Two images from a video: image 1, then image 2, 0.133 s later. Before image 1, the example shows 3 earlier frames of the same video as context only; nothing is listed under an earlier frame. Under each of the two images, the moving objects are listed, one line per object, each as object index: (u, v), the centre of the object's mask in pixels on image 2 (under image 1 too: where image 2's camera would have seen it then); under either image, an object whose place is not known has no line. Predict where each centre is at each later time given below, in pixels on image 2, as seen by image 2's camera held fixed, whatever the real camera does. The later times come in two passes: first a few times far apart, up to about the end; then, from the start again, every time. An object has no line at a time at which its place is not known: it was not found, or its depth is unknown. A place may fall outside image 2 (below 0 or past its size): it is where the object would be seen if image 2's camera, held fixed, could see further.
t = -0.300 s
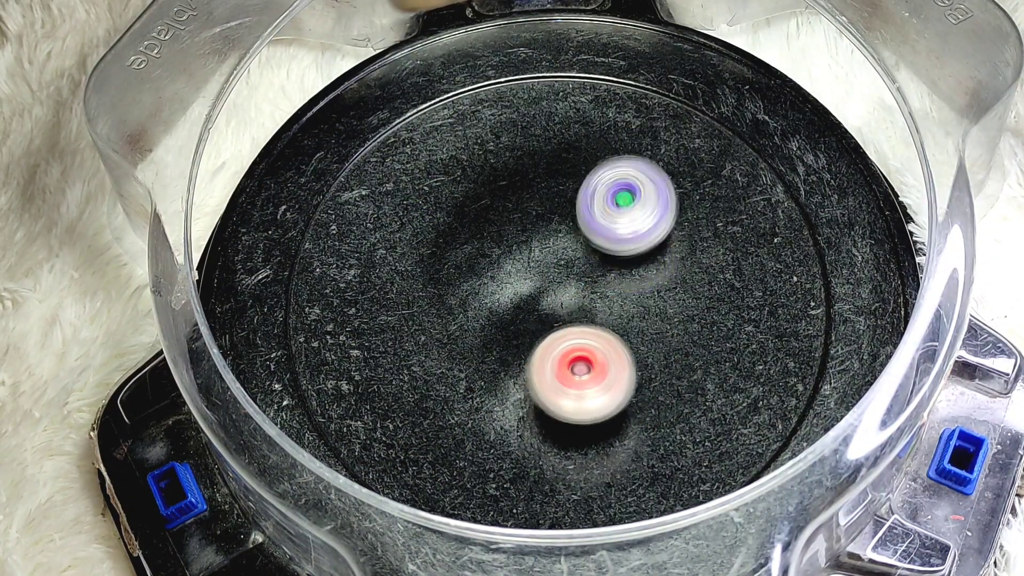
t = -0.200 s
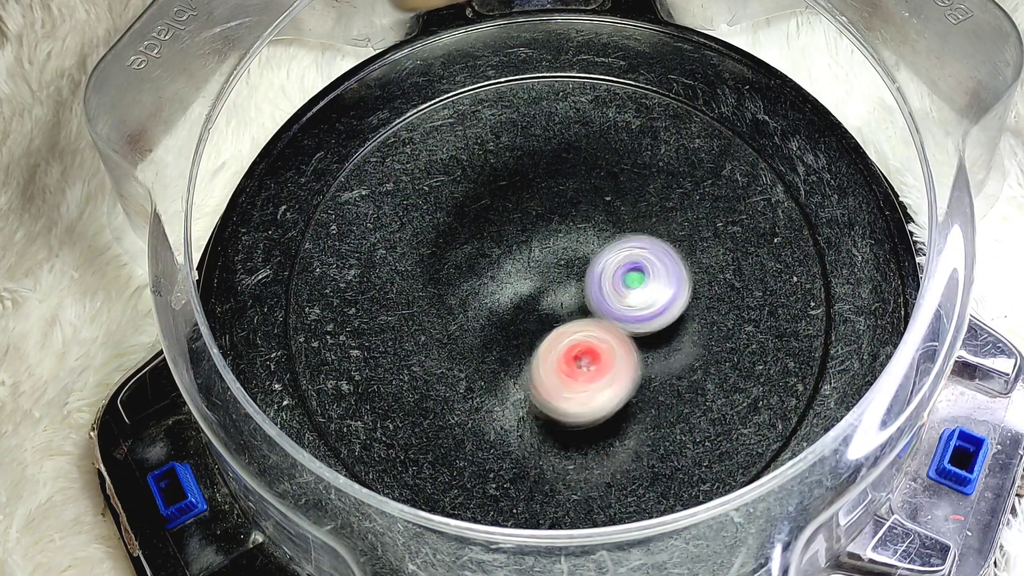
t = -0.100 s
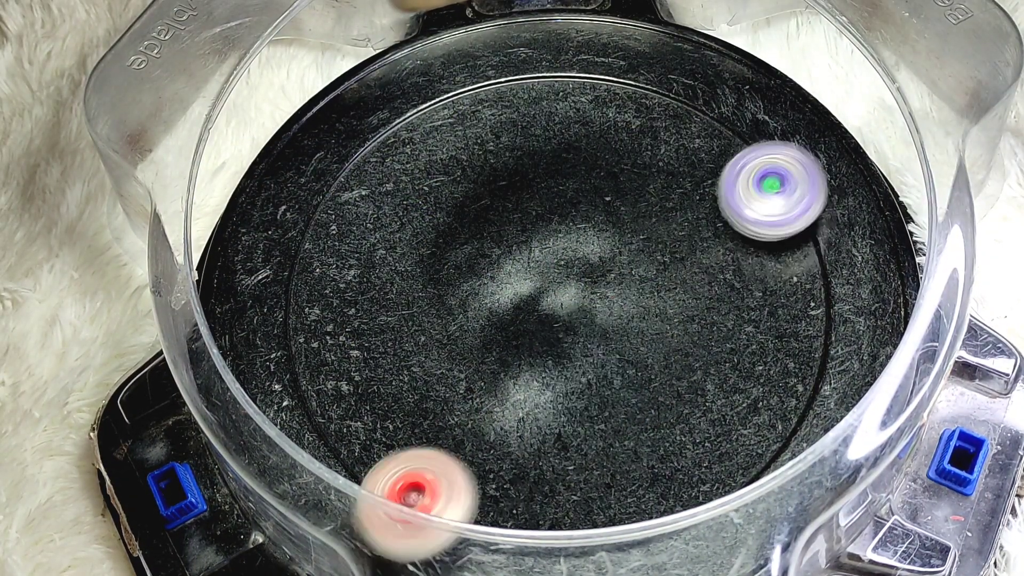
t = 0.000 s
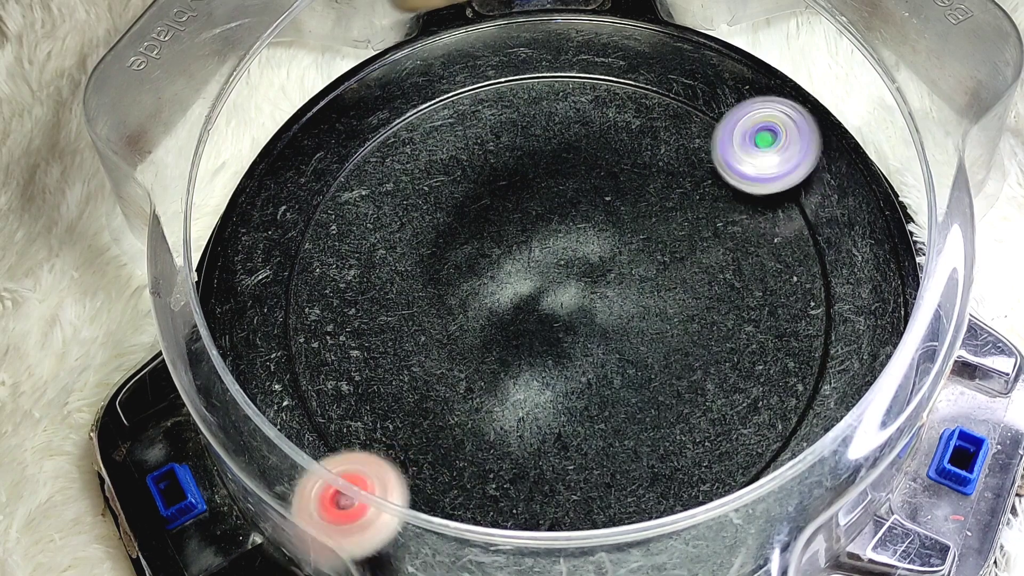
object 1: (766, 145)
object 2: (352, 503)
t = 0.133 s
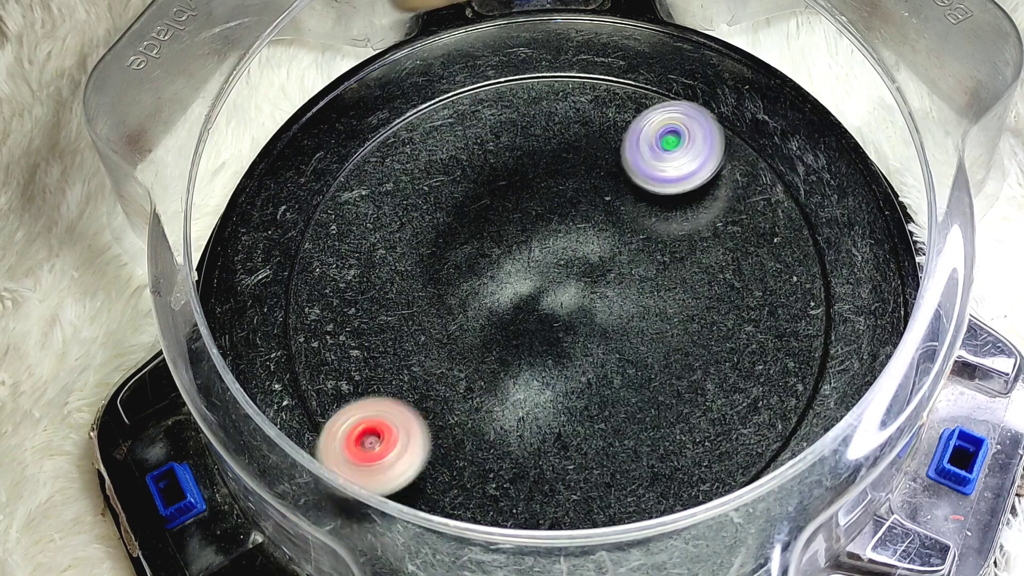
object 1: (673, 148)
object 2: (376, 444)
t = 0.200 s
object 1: (636, 164)
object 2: (409, 417)
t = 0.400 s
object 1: (618, 305)
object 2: (477, 325)
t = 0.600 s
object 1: (746, 350)
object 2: (312, 320)
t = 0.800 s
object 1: (761, 296)
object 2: (384, 386)
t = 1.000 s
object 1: (667, 299)
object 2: (504, 373)
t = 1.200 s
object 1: (808, 337)
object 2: (283, 231)
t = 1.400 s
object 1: (760, 278)
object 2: (326, 213)
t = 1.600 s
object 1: (645, 292)
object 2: (524, 261)
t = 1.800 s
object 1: (756, 367)
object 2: (395, 175)
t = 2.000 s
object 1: (717, 316)
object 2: (387, 171)
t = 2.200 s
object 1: (613, 319)
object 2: (495, 240)
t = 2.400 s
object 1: (538, 399)
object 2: (584, 220)
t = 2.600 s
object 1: (511, 431)
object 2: (667, 160)
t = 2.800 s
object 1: (504, 418)
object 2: (674, 101)
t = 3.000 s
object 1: (468, 367)
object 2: (613, 128)
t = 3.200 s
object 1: (428, 308)
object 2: (612, 213)
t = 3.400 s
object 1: (410, 275)
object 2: (731, 295)
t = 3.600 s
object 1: (417, 254)
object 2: (791, 291)
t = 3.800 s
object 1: (442, 217)
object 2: (756, 278)
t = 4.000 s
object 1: (486, 175)
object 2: (675, 309)
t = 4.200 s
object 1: (538, 150)
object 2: (593, 397)
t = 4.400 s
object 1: (585, 152)
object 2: (550, 451)
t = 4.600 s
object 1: (619, 188)
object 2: (546, 428)
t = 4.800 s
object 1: (638, 238)
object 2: (511, 378)
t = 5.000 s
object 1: (647, 289)
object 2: (402, 353)
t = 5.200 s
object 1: (652, 332)
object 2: (350, 382)
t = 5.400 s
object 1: (650, 352)
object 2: (424, 404)
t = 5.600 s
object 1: (624, 357)
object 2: (492, 319)
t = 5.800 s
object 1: (572, 358)
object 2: (514, 205)
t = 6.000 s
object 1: (515, 372)
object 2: (490, 104)
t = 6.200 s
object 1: (470, 338)
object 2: (432, 138)
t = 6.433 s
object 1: (424, 314)
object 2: (477, 192)
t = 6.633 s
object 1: (424, 313)
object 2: (567, 168)
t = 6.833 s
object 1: (443, 290)
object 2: (629, 179)
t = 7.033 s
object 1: (463, 262)
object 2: (664, 192)
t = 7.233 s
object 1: (491, 255)
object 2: (650, 217)
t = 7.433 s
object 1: (519, 291)
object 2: (632, 317)
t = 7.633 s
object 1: (591, 304)
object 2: (640, 399)
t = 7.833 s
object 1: (654, 285)
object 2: (626, 433)
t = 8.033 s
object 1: (668, 261)
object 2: (634, 434)
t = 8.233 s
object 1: (651, 258)
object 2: (584, 391)
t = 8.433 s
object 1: (618, 279)
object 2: (471, 336)
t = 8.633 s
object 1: (590, 313)
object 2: (367, 290)
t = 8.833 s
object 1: (578, 342)
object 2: (373, 323)
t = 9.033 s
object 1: (570, 361)
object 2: (447, 293)
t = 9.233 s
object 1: (573, 361)
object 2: (518, 189)
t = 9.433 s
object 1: (582, 346)
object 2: (576, 121)
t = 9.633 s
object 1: (591, 310)
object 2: (590, 129)
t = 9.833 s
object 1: (589, 269)
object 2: (628, 161)
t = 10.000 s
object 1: (549, 283)
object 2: (661, 183)
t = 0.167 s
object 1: (652, 154)
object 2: (389, 433)
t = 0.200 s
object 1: (636, 164)
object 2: (409, 417)
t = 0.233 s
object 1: (622, 179)
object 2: (432, 401)
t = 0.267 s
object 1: (612, 200)
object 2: (455, 384)
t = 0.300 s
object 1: (604, 227)
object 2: (475, 366)
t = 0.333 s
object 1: (596, 256)
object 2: (491, 350)
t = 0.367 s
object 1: (593, 284)
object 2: (500, 333)
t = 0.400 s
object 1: (618, 305)
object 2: (477, 325)
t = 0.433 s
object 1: (644, 323)
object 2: (448, 317)
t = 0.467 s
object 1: (667, 338)
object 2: (416, 312)
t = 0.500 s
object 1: (686, 347)
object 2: (385, 309)
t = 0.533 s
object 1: (708, 351)
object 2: (357, 310)
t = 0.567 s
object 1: (728, 352)
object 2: (332, 313)
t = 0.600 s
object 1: (746, 350)
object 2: (312, 320)
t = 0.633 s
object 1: (762, 343)
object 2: (297, 330)
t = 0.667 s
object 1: (773, 333)
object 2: (296, 341)
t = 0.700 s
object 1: (778, 322)
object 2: (314, 352)
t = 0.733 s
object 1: (777, 310)
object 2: (336, 365)
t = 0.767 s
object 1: (771, 302)
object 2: (359, 375)
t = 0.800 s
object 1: (761, 296)
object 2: (384, 386)
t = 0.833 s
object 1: (747, 292)
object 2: (410, 393)
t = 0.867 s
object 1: (731, 291)
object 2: (434, 398)
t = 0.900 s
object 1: (715, 291)
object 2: (457, 400)
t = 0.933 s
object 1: (699, 293)
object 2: (477, 396)
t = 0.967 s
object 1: (683, 295)
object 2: (493, 386)
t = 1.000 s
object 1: (667, 299)
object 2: (504, 373)
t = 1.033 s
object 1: (648, 307)
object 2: (512, 356)
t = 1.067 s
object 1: (628, 316)
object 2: (516, 338)
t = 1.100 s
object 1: (659, 326)
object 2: (467, 315)
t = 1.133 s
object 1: (722, 334)
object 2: (393, 287)
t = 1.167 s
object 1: (772, 337)
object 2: (330, 259)
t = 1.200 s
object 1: (808, 337)
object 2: (283, 231)
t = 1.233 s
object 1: (822, 328)
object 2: (259, 210)
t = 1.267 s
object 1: (819, 319)
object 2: (239, 201)
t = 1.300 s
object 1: (808, 310)
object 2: (249, 199)
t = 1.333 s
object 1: (795, 298)
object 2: (272, 202)
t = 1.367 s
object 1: (778, 287)
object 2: (297, 206)
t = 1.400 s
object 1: (760, 278)
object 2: (326, 213)
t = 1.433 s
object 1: (739, 271)
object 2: (360, 223)
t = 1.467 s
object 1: (717, 267)
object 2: (396, 234)
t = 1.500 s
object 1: (695, 267)
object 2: (434, 244)
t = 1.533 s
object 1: (673, 270)
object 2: (470, 247)
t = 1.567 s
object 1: (648, 277)
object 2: (507, 260)
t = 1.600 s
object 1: (645, 292)
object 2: (524, 261)
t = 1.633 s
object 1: (684, 321)
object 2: (498, 247)
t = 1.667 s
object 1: (714, 343)
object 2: (474, 237)
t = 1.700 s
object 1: (734, 359)
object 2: (450, 218)
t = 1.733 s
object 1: (747, 369)
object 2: (429, 204)
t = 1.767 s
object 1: (753, 369)
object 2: (411, 189)
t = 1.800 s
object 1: (756, 367)
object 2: (395, 175)
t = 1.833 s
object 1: (755, 358)
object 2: (382, 159)
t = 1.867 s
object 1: (753, 348)
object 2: (371, 149)
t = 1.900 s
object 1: (749, 339)
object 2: (362, 142)
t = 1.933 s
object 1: (740, 330)
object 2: (368, 149)
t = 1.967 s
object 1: (730, 323)
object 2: (377, 159)
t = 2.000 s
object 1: (717, 316)
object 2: (387, 171)
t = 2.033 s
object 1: (702, 312)
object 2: (402, 183)
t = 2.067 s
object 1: (687, 308)
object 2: (419, 198)
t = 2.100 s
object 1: (672, 307)
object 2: (437, 210)
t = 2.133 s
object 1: (653, 309)
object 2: (457, 224)
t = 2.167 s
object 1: (632, 313)
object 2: (477, 234)
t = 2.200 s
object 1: (613, 319)
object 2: (495, 240)
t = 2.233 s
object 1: (593, 327)
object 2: (514, 249)
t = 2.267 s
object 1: (579, 344)
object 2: (531, 252)
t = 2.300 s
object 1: (567, 362)
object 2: (544, 245)
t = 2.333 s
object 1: (556, 376)
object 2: (557, 237)
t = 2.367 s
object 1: (547, 389)
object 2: (571, 230)
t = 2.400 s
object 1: (538, 399)
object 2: (584, 220)
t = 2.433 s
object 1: (530, 408)
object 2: (597, 214)
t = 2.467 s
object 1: (524, 415)
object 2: (610, 207)
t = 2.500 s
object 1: (518, 421)
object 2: (625, 198)
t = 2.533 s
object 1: (515, 426)
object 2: (640, 187)
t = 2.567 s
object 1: (513, 430)
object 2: (653, 172)
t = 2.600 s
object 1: (511, 431)
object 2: (667, 160)
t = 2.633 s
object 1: (510, 432)
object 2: (677, 147)
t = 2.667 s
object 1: (509, 431)
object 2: (683, 130)
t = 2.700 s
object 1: (508, 430)
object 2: (685, 122)
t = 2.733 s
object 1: (507, 427)
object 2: (684, 113)
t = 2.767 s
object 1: (506, 423)
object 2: (681, 104)
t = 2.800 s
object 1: (504, 418)
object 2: (674, 101)
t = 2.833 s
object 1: (502, 413)
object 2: (666, 99)
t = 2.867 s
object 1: (497, 406)
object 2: (657, 99)
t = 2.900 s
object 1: (491, 398)
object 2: (646, 102)
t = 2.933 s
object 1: (483, 389)
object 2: (635, 109)
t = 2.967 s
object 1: (475, 379)
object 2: (623, 118)
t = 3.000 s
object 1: (468, 367)
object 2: (613, 128)
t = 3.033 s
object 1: (460, 356)
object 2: (603, 140)
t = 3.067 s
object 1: (452, 344)
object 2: (597, 153)
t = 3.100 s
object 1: (445, 333)
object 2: (594, 166)
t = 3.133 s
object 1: (439, 324)
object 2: (595, 182)
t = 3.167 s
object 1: (433, 315)
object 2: (602, 196)
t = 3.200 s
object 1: (428, 308)
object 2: (612, 213)
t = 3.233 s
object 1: (423, 301)
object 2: (628, 231)
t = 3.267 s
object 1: (419, 295)
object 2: (648, 249)
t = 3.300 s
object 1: (415, 290)
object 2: (671, 264)
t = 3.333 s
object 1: (413, 284)
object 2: (693, 275)
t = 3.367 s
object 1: (411, 280)
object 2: (712, 286)
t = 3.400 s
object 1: (410, 275)
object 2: (731, 295)
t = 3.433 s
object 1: (410, 272)
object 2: (748, 300)
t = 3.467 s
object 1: (410, 269)
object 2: (761, 302)
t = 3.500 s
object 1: (411, 266)
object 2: (773, 304)
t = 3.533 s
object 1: (413, 262)
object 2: (782, 300)
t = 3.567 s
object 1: (415, 258)
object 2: (787, 296)
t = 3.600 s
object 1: (417, 254)
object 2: (791, 291)
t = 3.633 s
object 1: (420, 249)
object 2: (790, 288)
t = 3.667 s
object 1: (424, 244)
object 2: (787, 285)
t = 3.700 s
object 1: (427, 237)
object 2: (782, 281)
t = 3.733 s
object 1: (432, 231)
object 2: (775, 279)
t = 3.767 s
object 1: (437, 224)
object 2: (767, 277)
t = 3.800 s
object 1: (442, 217)
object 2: (756, 278)
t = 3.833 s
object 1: (449, 210)
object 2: (745, 279)
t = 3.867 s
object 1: (456, 201)
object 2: (732, 281)
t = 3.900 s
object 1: (464, 194)
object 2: (719, 286)
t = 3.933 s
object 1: (471, 188)
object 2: (704, 291)
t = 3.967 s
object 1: (478, 181)
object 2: (690, 299)
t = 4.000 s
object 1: (486, 175)
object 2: (675, 309)
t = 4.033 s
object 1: (495, 169)
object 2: (660, 322)
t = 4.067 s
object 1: (503, 164)
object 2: (645, 336)
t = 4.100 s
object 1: (512, 160)
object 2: (630, 353)
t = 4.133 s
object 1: (521, 156)
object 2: (618, 368)
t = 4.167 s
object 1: (529, 153)
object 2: (604, 384)
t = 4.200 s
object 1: (538, 150)
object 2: (593, 397)
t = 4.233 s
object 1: (546, 149)
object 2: (582, 410)
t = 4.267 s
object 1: (555, 147)
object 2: (572, 421)
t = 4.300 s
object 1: (563, 147)
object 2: (564, 433)
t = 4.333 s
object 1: (570, 147)
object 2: (556, 441)
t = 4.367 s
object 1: (577, 149)
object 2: (552, 446)
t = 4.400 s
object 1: (585, 152)
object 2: (550, 451)
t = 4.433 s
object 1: (591, 155)
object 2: (549, 450)
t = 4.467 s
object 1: (597, 161)
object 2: (549, 450)
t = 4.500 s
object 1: (603, 167)
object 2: (548, 447)
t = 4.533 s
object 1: (609, 173)
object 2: (548, 442)
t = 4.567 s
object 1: (615, 180)
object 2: (547, 435)
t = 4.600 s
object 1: (619, 188)
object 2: (546, 428)
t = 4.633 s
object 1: (624, 196)
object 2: (542, 420)
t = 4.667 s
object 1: (628, 204)
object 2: (539, 411)
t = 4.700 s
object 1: (631, 212)
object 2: (535, 402)
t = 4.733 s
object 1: (633, 221)
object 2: (528, 393)
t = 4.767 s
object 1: (636, 229)
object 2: (520, 385)
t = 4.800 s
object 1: (638, 238)
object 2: (511, 378)
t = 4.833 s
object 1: (640, 246)
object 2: (500, 372)
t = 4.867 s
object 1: (642, 255)
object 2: (486, 367)
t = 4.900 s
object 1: (644, 264)
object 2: (469, 363)
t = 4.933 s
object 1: (645, 272)
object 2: (446, 359)
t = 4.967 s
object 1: (646, 280)
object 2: (424, 355)
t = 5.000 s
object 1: (647, 289)
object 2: (402, 353)
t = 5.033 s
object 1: (648, 298)
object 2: (384, 354)
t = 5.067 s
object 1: (648, 305)
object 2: (369, 356)
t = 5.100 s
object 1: (649, 313)
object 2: (357, 361)
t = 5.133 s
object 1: (650, 320)
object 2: (350, 368)
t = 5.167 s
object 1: (651, 326)
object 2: (348, 375)
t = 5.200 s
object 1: (652, 332)
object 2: (350, 382)
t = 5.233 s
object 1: (653, 337)
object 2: (355, 389)
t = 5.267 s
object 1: (653, 342)
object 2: (364, 396)
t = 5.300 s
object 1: (653, 346)
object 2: (377, 403)
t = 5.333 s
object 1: (653, 349)
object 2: (392, 407)
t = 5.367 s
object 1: (652, 351)
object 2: (408, 407)
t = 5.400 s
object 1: (650, 352)
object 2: (424, 404)
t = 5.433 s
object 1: (648, 354)
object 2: (440, 399)
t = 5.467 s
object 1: (645, 355)
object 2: (455, 392)
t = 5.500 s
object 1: (641, 355)
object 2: (468, 381)
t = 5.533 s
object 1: (637, 356)
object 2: (479, 365)
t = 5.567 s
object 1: (631, 357)
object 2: (487, 344)
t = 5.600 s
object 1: (624, 357)
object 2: (492, 319)
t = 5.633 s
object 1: (617, 357)
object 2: (497, 294)
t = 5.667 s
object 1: (608, 357)
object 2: (502, 272)
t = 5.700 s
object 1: (600, 357)
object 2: (508, 253)
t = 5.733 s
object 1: (590, 357)
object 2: (511, 237)
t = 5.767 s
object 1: (580, 358)
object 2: (513, 221)
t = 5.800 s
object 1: (572, 358)
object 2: (514, 205)
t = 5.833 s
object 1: (563, 361)
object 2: (513, 187)
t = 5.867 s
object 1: (553, 364)
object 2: (512, 168)
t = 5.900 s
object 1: (545, 367)
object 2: (509, 148)
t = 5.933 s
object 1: (535, 371)
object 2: (506, 128)
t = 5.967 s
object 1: (525, 372)
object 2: (500, 113)
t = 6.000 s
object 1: (515, 372)
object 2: (490, 104)
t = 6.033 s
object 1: (504, 371)
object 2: (480, 99)
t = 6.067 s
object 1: (496, 366)
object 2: (470, 99)
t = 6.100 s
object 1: (488, 359)
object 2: (458, 103)
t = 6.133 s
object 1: (482, 352)
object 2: (447, 111)
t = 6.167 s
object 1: (476, 345)
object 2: (437, 123)
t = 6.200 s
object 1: (470, 338)
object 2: (432, 138)
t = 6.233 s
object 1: (465, 330)
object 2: (431, 155)
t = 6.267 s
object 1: (461, 323)
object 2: (434, 170)
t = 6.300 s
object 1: (455, 317)
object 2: (437, 184)
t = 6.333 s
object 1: (450, 309)
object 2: (441, 197)
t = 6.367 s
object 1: (443, 302)
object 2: (448, 207)
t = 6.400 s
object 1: (432, 310)
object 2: (460, 200)
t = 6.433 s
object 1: (424, 314)
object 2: (477, 192)
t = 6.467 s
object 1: (421, 315)
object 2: (495, 183)
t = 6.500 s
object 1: (420, 315)
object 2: (512, 177)
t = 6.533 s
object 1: (420, 315)
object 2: (529, 172)
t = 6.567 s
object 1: (420, 315)
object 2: (544, 169)
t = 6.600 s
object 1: (422, 314)
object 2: (556, 168)
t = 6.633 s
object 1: (424, 313)
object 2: (567, 168)
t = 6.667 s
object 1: (427, 311)
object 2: (578, 168)
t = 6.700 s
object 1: (429, 310)
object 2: (588, 169)
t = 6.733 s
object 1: (433, 307)
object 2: (599, 170)
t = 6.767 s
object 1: (437, 303)
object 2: (610, 173)
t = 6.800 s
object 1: (440, 297)
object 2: (620, 175)
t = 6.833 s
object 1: (443, 290)
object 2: (629, 179)
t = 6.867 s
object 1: (446, 284)
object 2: (636, 182)
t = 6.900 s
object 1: (449, 278)
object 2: (642, 184)
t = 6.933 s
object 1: (452, 273)
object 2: (647, 185)
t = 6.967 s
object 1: (456, 268)
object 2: (652, 186)
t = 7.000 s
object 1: (459, 265)
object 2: (659, 189)
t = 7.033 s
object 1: (463, 262)
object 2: (664, 192)
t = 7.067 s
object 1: (468, 259)
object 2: (667, 195)
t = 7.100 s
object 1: (473, 256)
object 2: (667, 197)
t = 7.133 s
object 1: (478, 254)
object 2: (664, 199)
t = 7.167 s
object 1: (483, 253)
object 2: (659, 202)
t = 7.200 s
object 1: (487, 253)
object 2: (654, 207)
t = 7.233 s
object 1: (491, 255)
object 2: (650, 217)
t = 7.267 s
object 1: (495, 257)
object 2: (647, 230)
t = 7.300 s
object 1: (499, 262)
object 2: (644, 245)
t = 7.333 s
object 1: (503, 269)
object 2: (641, 262)
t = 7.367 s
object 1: (507, 278)
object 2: (639, 281)
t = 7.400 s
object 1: (511, 286)
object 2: (635, 298)
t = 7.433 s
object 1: (519, 291)
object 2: (632, 317)
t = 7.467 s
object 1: (528, 291)
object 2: (632, 334)
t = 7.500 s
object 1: (541, 292)
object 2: (634, 351)
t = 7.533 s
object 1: (554, 297)
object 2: (636, 367)
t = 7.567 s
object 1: (567, 302)
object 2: (637, 379)
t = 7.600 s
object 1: (579, 304)
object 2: (639, 390)
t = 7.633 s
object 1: (591, 304)
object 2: (640, 399)
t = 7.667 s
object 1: (602, 308)
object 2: (641, 404)
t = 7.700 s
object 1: (614, 310)
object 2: (640, 407)
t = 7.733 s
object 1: (624, 312)
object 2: (638, 407)
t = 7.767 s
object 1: (634, 308)
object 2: (634, 410)
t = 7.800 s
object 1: (647, 294)
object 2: (629, 423)
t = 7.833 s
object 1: (654, 285)
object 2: (626, 433)
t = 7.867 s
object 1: (660, 279)
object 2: (626, 439)
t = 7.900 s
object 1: (663, 275)
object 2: (626, 441)
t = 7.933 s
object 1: (665, 271)
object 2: (628, 441)
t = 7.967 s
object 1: (667, 267)
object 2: (630, 440)
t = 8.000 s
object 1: (667, 263)
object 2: (632, 437)
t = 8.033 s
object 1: (668, 261)
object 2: (634, 434)
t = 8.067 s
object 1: (665, 258)
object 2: (636, 429)
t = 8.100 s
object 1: (664, 258)
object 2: (632, 422)
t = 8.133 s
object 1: (661, 256)
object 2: (625, 416)
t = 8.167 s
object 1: (659, 257)
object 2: (614, 408)
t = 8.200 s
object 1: (654, 257)
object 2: (600, 399)
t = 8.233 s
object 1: (651, 258)
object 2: (584, 391)
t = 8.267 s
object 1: (646, 260)
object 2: (568, 383)
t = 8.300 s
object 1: (642, 262)
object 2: (551, 374)
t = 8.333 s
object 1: (637, 265)
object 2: (535, 367)
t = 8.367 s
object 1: (631, 269)
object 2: (517, 359)
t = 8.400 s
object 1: (625, 274)
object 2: (495, 350)
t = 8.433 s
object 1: (618, 279)
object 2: (471, 336)
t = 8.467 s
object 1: (610, 286)
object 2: (449, 321)
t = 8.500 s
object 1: (603, 291)
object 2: (426, 309)
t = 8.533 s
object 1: (598, 298)
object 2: (405, 300)
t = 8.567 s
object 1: (594, 303)
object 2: (387, 293)
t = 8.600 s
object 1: (593, 309)
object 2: (375, 291)
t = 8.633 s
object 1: (590, 313)
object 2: (367, 290)
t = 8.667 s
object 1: (590, 319)
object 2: (362, 293)
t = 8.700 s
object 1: (587, 323)
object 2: (359, 297)
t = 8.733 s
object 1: (586, 329)
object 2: (358, 302)
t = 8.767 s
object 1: (583, 333)
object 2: (359, 309)
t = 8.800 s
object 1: (580, 337)
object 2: (365, 316)
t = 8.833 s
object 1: (578, 342)
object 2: (373, 323)
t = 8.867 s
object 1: (575, 345)
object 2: (384, 328)
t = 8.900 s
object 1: (575, 350)
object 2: (397, 329)
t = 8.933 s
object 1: (573, 353)
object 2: (411, 327)
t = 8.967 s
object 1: (573, 357)
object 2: (425, 318)
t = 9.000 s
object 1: (571, 360)
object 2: (437, 308)
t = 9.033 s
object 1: (570, 361)
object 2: (447, 293)
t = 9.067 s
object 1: (570, 364)
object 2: (458, 276)
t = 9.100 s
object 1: (569, 363)
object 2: (471, 259)
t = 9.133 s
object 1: (570, 363)
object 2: (483, 241)
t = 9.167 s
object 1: (570, 362)
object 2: (496, 222)
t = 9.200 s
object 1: (571, 361)
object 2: (507, 205)
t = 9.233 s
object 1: (573, 361)
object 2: (518, 189)
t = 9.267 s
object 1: (573, 359)
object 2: (530, 175)
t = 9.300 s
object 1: (576, 358)
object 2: (540, 163)
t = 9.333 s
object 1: (576, 356)
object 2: (550, 150)
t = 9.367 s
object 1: (578, 352)
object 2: (560, 138)
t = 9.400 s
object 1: (581, 350)
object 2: (570, 128)
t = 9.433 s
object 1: (582, 346)
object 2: (576, 121)
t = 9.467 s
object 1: (584, 342)
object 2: (581, 117)
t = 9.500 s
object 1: (586, 337)
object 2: (584, 117)
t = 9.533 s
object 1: (586, 331)
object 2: (586, 118)
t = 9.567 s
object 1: (589, 325)
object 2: (587, 121)
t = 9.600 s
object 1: (589, 317)
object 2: (588, 125)
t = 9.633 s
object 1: (591, 310)
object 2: (590, 129)
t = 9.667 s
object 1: (593, 304)
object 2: (596, 133)
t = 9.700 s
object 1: (595, 295)
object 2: (603, 137)
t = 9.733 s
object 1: (596, 288)
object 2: (611, 143)
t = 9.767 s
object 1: (595, 281)
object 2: (617, 147)
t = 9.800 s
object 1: (591, 274)
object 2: (624, 155)
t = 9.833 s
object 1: (589, 269)
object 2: (628, 161)
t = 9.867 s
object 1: (585, 263)
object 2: (633, 170)
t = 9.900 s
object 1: (581, 261)
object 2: (638, 178)
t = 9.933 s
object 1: (567, 271)
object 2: (652, 177)
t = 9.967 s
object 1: (556, 278)
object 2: (659, 179)
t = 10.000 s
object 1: (549, 283)
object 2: (661, 183)
